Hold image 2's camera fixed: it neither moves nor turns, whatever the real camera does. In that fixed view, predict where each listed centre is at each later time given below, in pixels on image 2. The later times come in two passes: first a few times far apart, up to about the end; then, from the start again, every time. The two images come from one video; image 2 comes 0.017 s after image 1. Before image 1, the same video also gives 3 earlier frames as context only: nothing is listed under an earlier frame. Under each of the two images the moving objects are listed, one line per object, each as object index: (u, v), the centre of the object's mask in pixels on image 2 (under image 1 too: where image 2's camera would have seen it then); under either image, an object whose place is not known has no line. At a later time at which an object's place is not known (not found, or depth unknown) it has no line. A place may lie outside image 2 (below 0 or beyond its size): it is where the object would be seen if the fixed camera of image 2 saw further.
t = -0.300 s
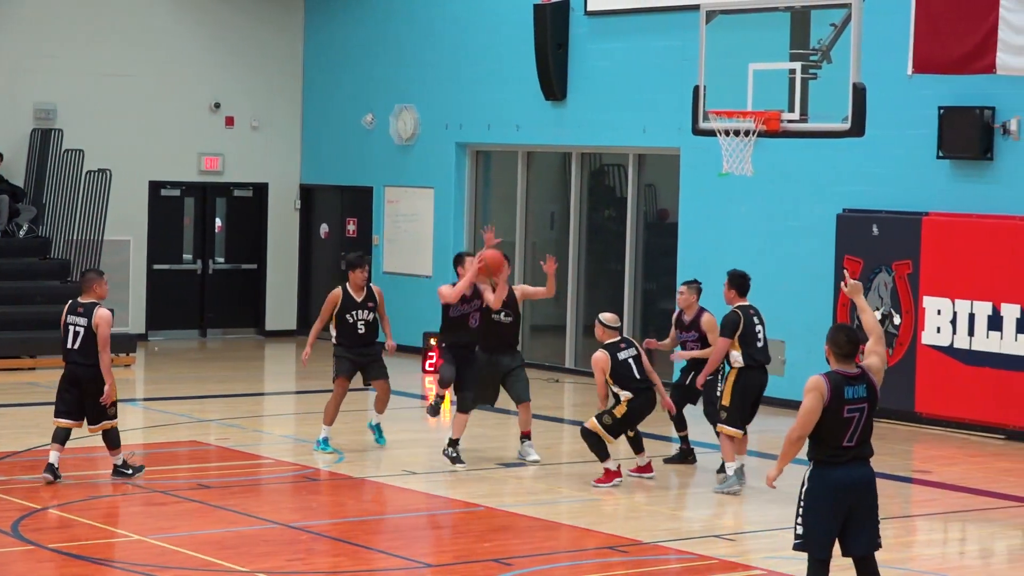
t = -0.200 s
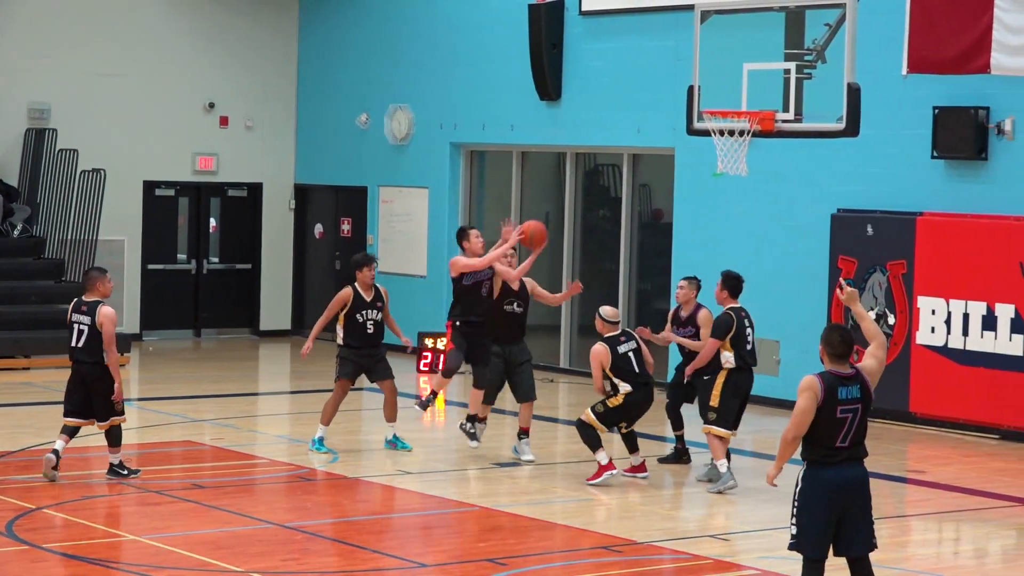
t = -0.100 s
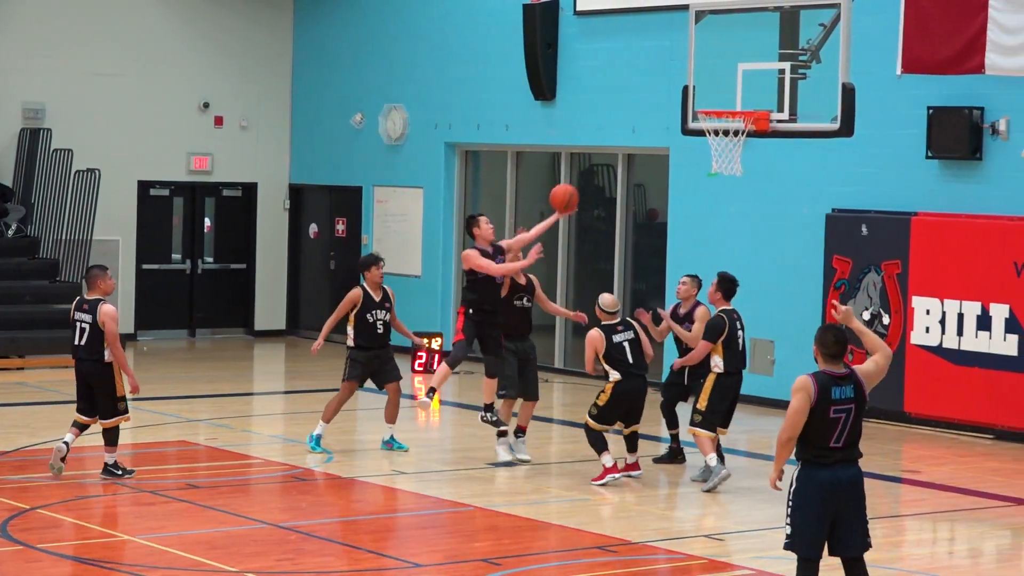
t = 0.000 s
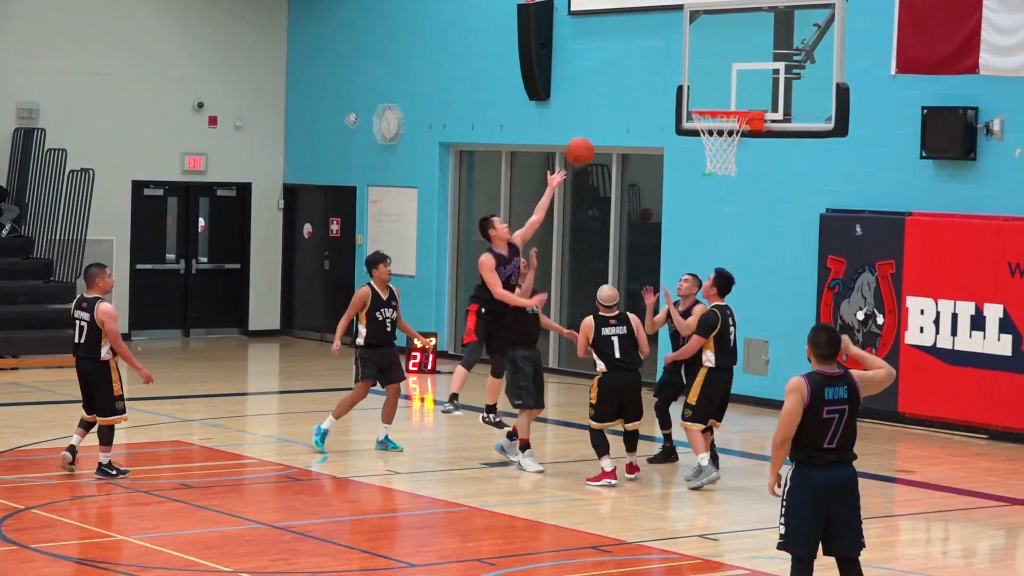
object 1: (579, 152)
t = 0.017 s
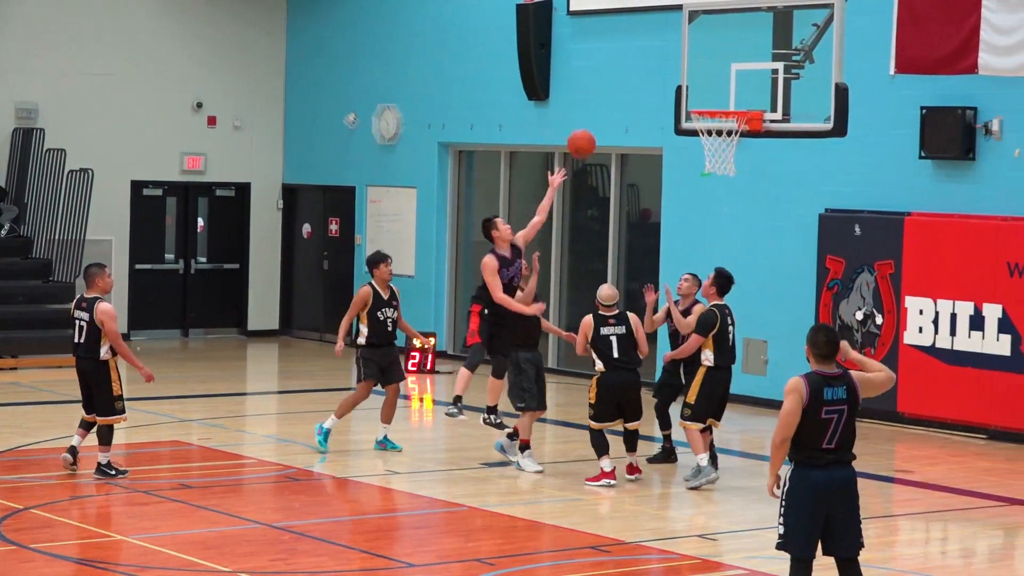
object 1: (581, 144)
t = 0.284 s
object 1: (624, 63)
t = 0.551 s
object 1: (666, 65)
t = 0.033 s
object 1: (584, 136)
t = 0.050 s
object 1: (587, 129)
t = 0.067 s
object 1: (590, 122)
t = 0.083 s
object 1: (592, 116)
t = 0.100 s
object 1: (595, 109)
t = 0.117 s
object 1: (598, 103)
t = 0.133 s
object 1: (600, 98)
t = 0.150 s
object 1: (603, 93)
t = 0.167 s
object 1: (606, 88)
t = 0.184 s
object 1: (608, 83)
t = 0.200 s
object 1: (611, 79)
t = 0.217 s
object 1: (614, 75)
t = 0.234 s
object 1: (616, 71)
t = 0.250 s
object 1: (619, 68)
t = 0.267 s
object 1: (622, 65)
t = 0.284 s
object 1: (624, 63)
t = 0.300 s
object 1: (627, 60)
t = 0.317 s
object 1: (630, 58)
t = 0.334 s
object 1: (632, 57)
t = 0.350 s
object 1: (634, 55)
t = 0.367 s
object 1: (637, 54)
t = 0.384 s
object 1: (640, 53)
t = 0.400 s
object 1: (642, 53)
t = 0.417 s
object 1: (645, 53)
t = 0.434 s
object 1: (647, 53)
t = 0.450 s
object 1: (650, 54)
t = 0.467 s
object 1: (653, 55)
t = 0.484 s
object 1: (656, 56)
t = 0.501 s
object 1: (658, 58)
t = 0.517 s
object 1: (661, 60)
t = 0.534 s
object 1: (663, 62)
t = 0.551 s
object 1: (666, 65)
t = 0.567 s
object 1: (668, 68)
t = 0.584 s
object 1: (671, 71)
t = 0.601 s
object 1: (673, 74)
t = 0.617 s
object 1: (676, 79)
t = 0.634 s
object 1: (678, 83)
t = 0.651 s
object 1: (681, 87)
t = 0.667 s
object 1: (683, 92)
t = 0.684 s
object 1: (685, 97)
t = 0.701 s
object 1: (686, 102)
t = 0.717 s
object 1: (687, 107)
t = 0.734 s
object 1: (688, 114)
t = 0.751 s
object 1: (688, 122)
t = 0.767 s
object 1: (690, 130)
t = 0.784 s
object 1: (693, 137)
